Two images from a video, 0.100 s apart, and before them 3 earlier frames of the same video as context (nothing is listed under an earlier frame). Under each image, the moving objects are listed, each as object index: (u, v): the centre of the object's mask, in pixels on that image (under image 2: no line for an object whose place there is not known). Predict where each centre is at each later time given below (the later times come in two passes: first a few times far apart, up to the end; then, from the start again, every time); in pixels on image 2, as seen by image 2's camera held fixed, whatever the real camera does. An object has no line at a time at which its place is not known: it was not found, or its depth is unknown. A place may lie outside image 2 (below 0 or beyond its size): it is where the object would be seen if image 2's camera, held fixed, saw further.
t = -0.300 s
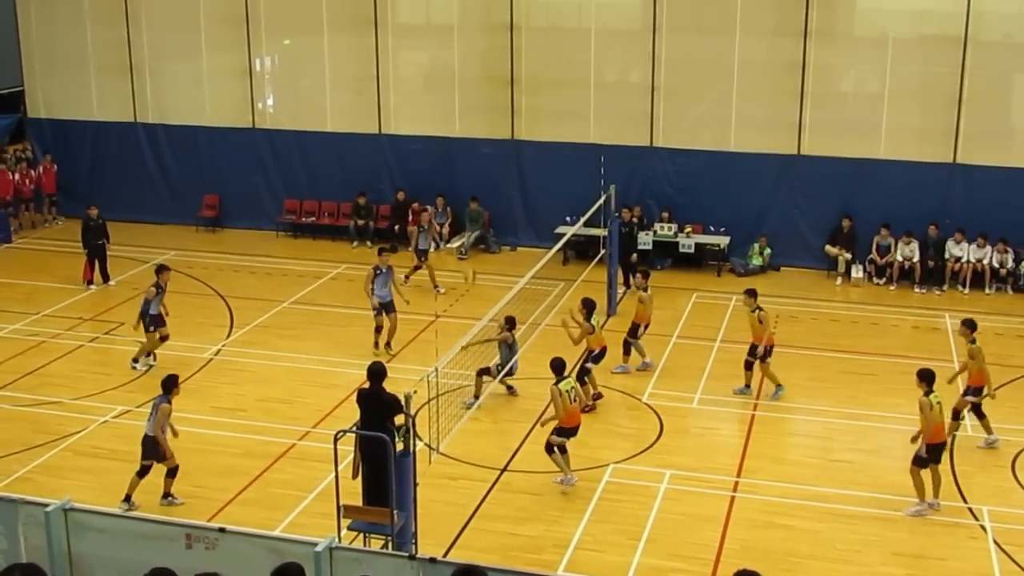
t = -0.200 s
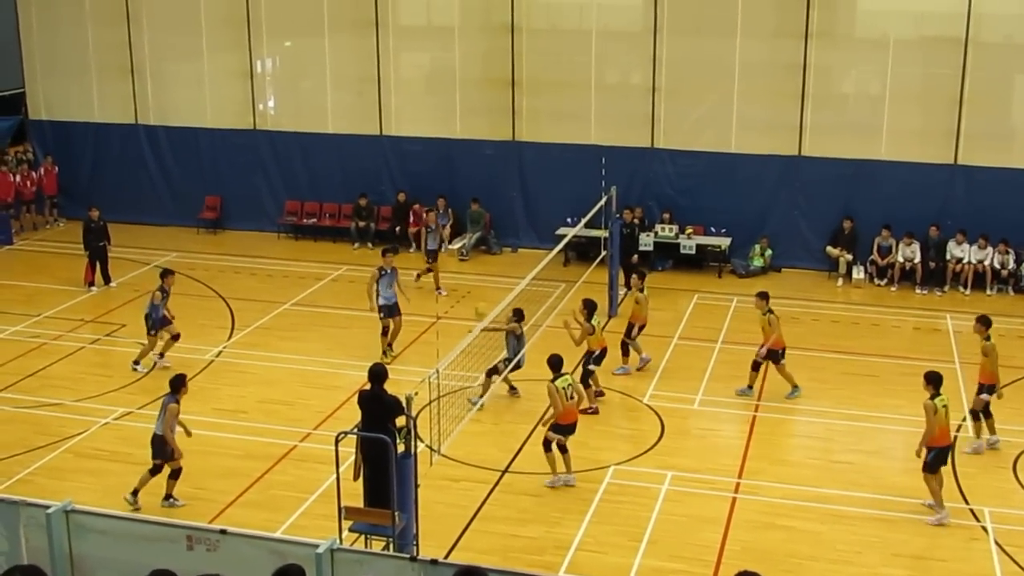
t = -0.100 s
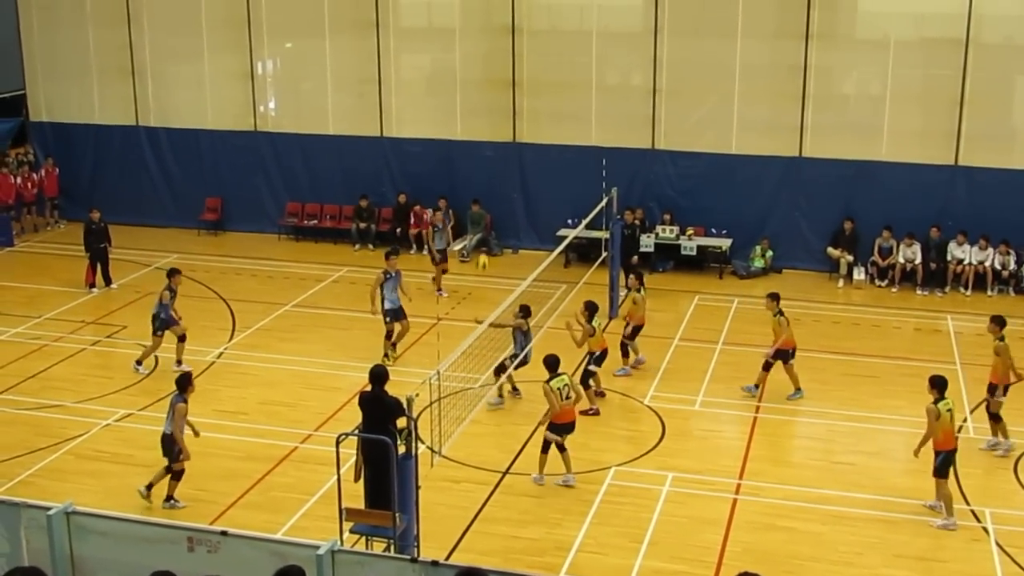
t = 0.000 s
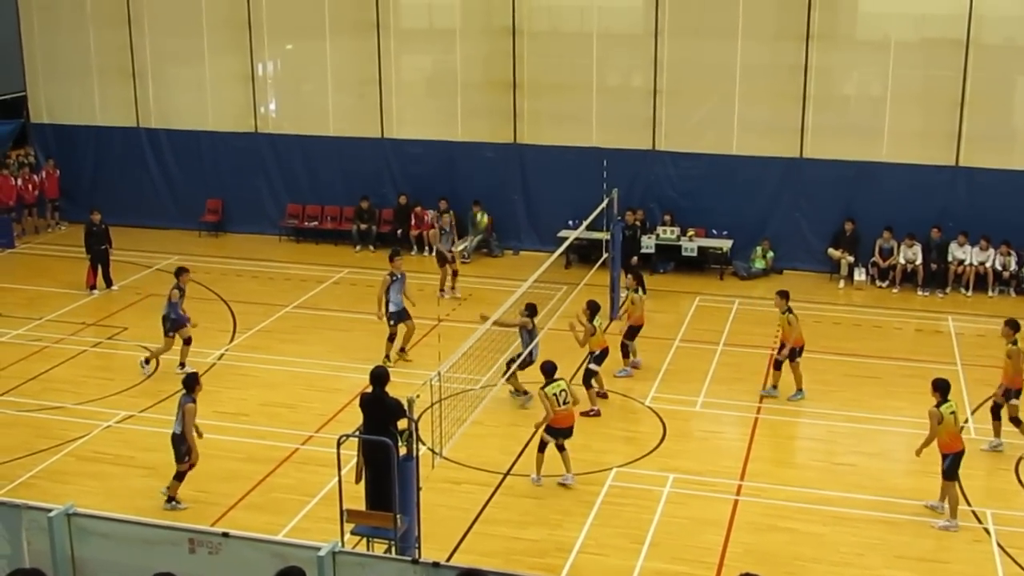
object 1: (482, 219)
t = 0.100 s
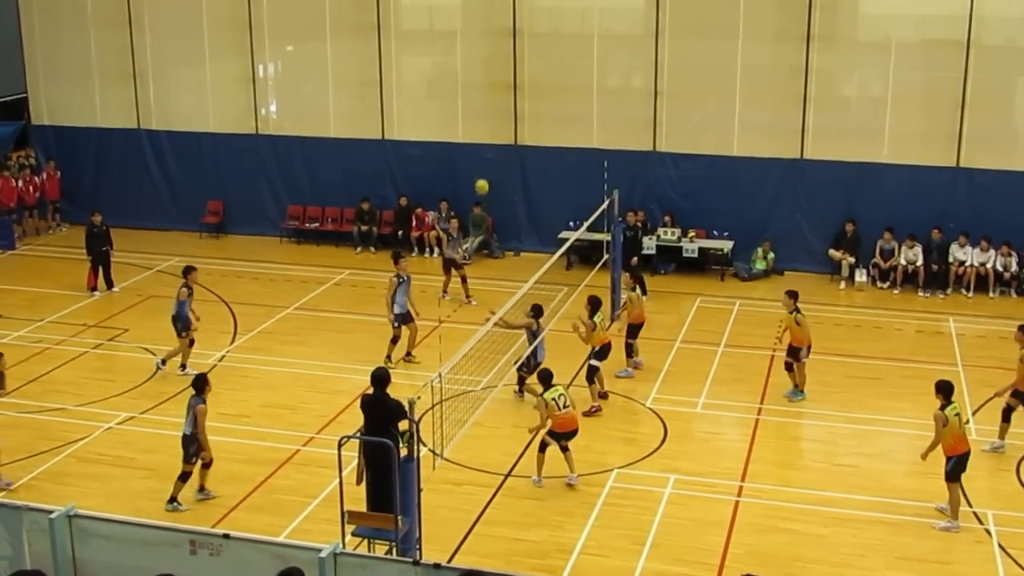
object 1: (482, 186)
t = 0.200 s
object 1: (481, 157)
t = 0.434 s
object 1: (478, 119)
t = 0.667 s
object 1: (478, 115)
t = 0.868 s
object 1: (477, 138)
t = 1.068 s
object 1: (476, 183)
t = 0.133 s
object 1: (482, 175)
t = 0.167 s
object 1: (481, 166)
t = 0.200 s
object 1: (481, 157)
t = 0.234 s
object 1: (480, 150)
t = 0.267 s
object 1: (480, 142)
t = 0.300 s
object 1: (480, 136)
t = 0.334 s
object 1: (480, 131)
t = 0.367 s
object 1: (479, 124)
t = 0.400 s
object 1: (479, 122)
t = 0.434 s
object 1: (478, 119)
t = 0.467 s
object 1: (478, 116)
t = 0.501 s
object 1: (479, 115)
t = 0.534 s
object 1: (478, 113)
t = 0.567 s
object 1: (478, 112)
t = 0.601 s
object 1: (477, 112)
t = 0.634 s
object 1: (478, 113)
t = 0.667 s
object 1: (478, 115)
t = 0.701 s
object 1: (477, 117)
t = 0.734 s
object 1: (477, 120)
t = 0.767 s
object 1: (476, 123)
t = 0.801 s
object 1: (477, 128)
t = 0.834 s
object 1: (477, 133)
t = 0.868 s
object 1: (477, 138)
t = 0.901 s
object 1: (477, 144)
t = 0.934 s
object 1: (477, 150)
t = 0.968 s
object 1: (477, 157)
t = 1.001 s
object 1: (477, 165)
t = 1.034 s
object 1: (477, 173)
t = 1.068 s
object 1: (476, 183)
